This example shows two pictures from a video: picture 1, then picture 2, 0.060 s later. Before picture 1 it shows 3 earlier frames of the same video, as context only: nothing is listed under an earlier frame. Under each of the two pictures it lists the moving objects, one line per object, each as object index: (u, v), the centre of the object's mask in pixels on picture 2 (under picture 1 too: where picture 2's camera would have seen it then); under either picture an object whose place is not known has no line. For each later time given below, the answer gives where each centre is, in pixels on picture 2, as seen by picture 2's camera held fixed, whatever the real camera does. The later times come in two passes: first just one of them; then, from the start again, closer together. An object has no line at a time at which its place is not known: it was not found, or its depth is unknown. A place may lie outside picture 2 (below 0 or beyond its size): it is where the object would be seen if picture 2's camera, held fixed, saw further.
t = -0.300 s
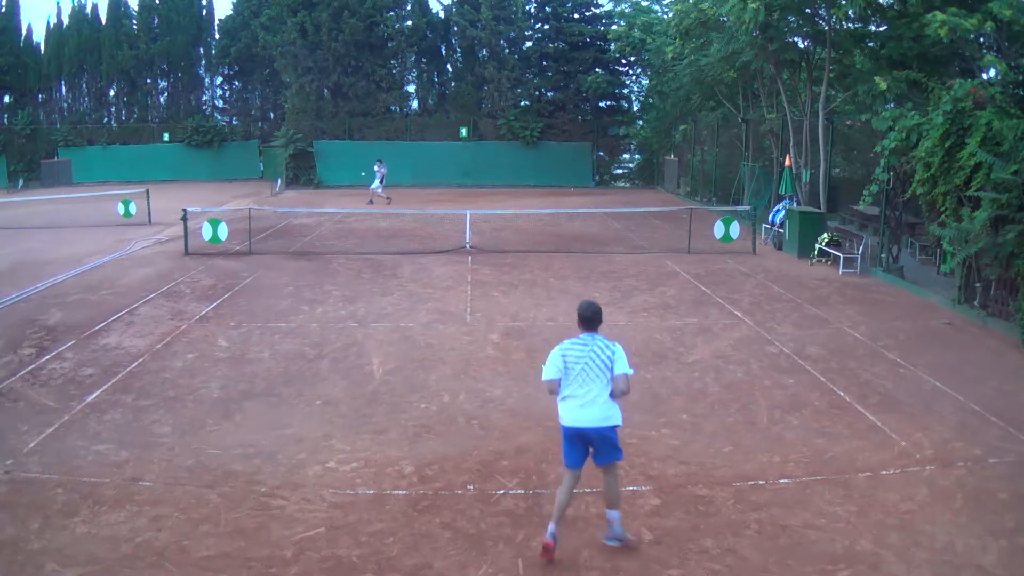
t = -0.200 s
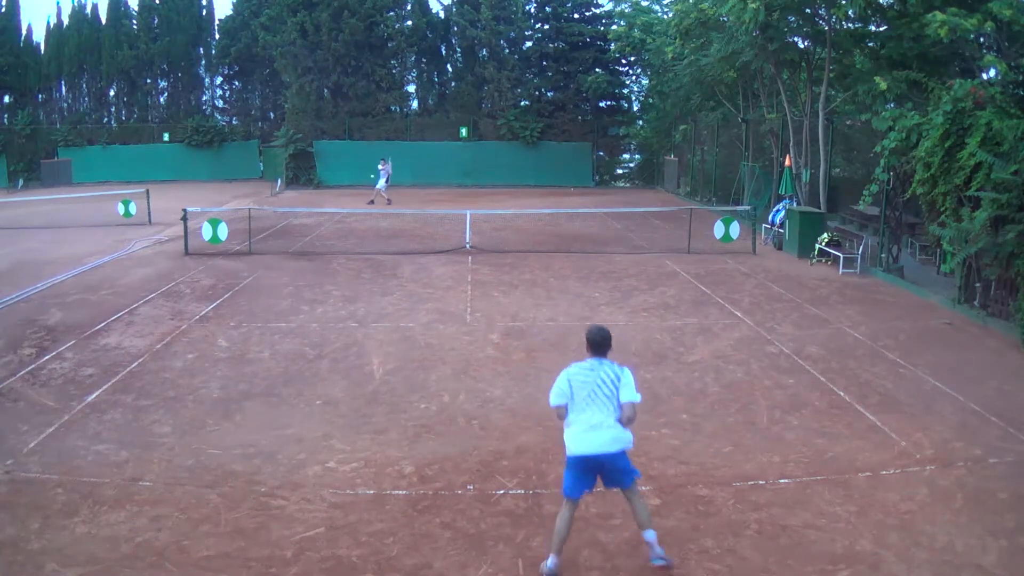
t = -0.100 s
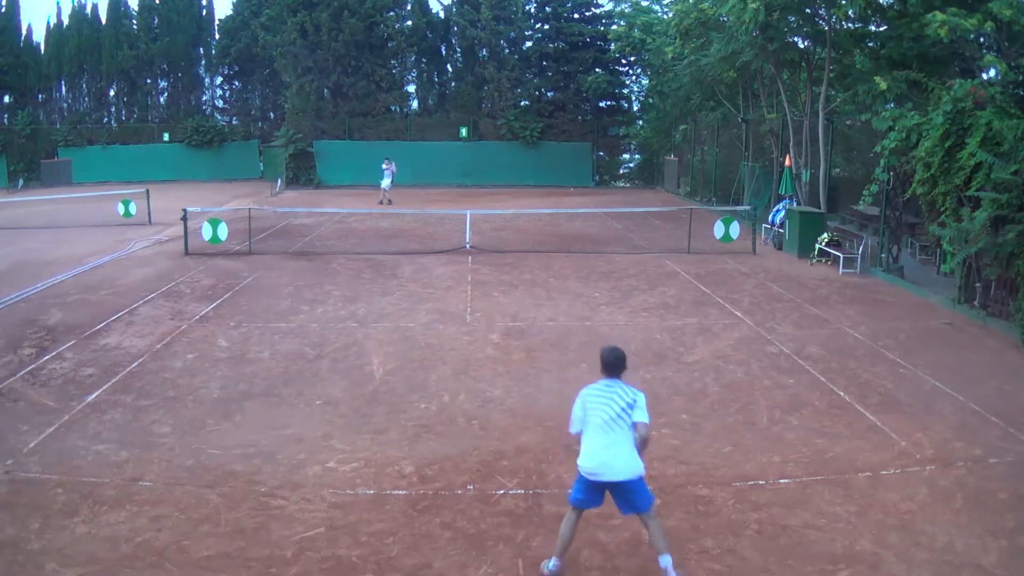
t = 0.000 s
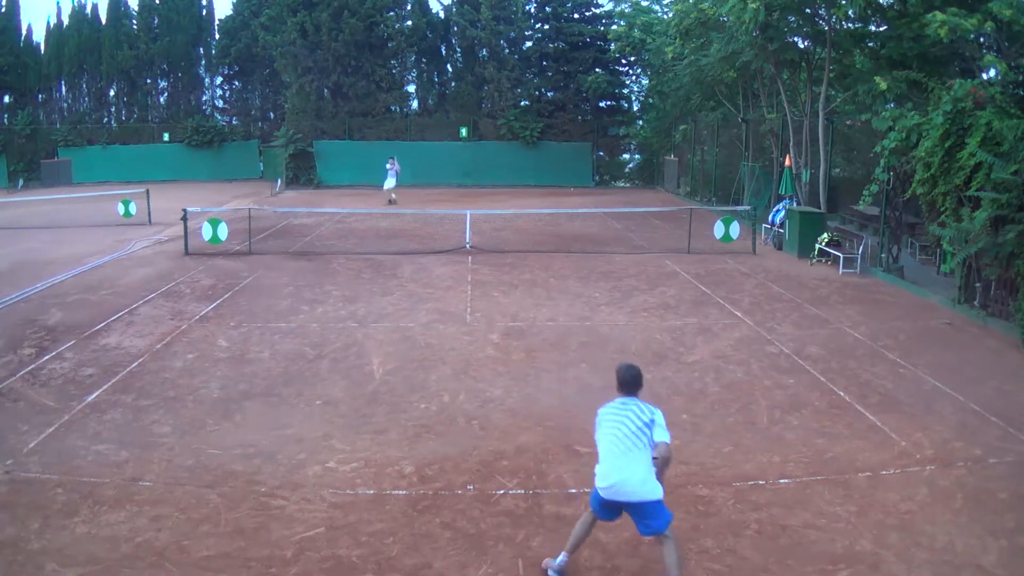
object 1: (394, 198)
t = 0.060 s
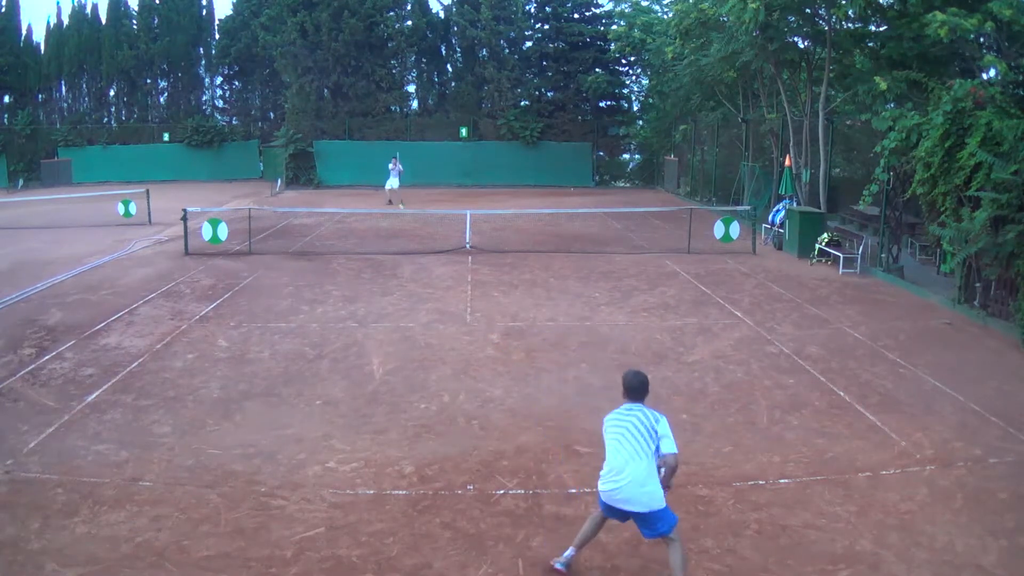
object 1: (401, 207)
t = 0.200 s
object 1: (416, 211)
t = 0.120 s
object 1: (407, 209)
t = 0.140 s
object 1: (409, 209)
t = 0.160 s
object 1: (411, 209)
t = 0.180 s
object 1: (414, 210)
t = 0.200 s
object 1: (416, 211)
